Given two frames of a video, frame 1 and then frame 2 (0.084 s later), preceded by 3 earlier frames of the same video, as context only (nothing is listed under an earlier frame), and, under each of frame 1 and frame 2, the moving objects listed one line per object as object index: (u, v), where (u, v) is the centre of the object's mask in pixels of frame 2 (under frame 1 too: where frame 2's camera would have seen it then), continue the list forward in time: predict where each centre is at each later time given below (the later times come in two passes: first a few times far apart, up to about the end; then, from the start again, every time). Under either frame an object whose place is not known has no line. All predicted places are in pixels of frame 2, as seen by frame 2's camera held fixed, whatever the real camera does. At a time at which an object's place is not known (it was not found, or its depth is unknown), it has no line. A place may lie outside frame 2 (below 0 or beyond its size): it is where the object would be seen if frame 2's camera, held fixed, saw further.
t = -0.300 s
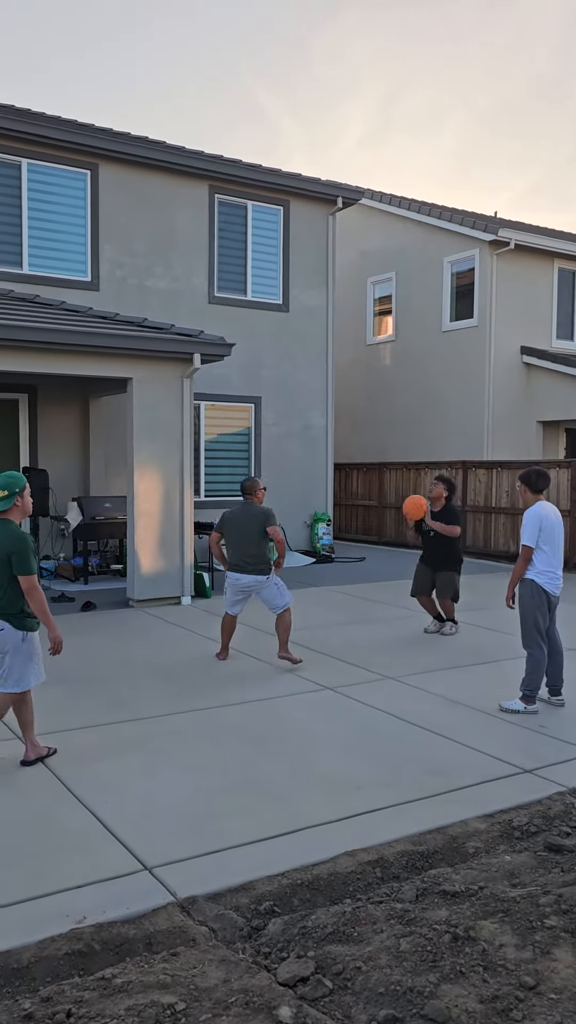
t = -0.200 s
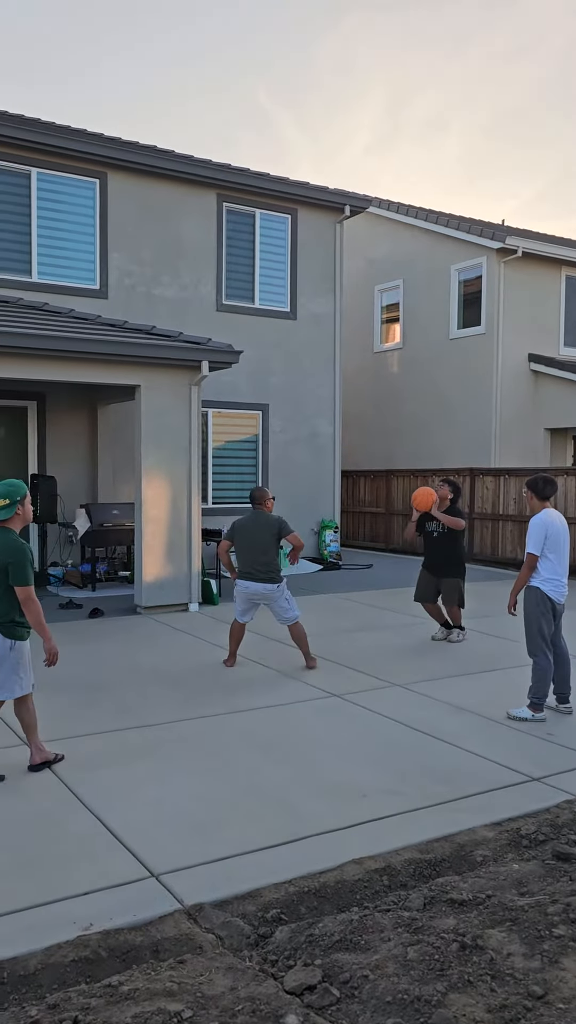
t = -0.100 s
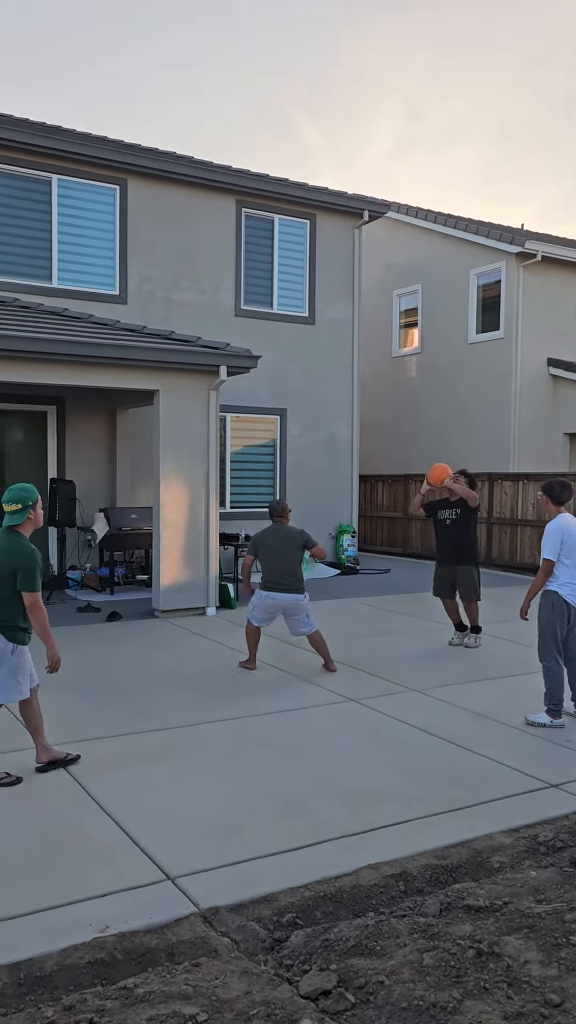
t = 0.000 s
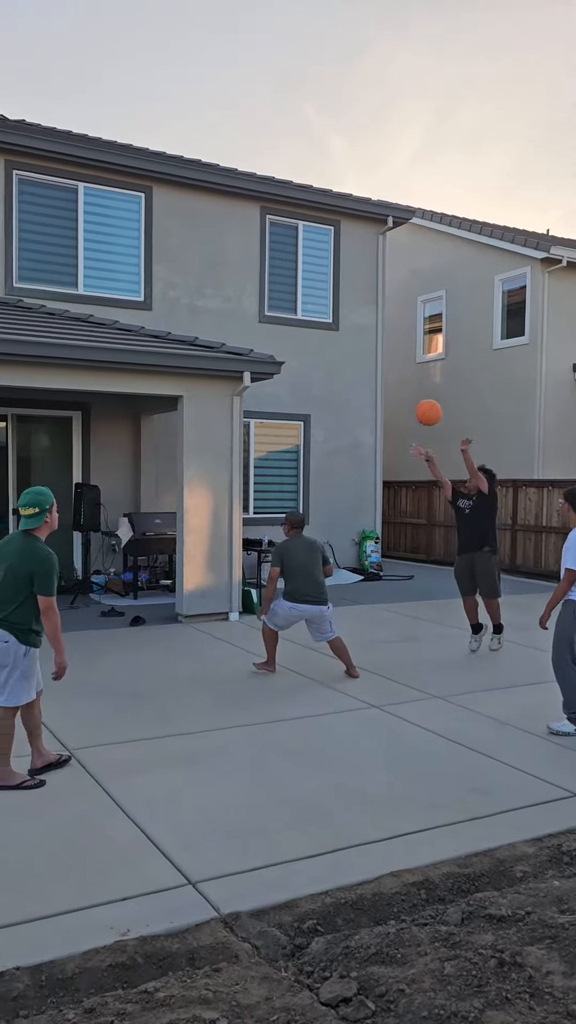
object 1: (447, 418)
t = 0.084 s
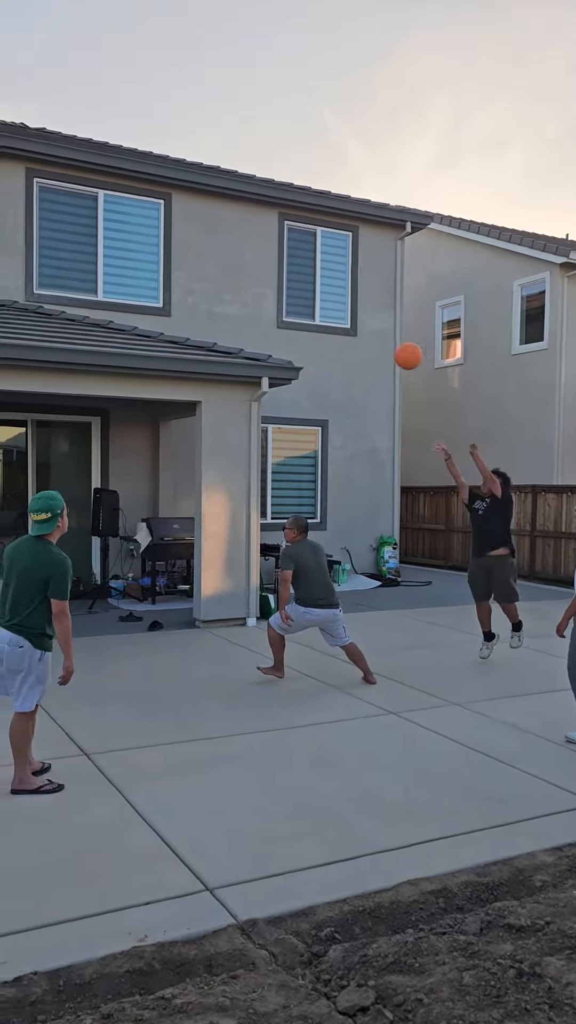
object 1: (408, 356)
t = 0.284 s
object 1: (304, 228)
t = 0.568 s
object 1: (132, 105)
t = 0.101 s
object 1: (400, 345)
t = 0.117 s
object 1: (392, 333)
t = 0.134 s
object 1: (384, 321)
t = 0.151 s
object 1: (375, 310)
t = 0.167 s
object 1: (367, 299)
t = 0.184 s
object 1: (358, 288)
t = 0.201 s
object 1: (349, 278)
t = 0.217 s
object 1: (340, 267)
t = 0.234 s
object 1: (331, 257)
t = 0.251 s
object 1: (322, 247)
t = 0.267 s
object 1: (314, 237)
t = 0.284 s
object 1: (304, 228)
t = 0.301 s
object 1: (295, 219)
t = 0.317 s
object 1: (286, 210)
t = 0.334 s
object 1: (277, 201)
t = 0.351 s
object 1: (268, 193)
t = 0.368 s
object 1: (258, 185)
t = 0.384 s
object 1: (249, 177)
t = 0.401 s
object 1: (238, 170)
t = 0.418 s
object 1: (229, 162)
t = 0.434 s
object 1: (219, 155)
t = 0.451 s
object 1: (209, 148)
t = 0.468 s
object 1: (198, 141)
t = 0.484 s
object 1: (187, 134)
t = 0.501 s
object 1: (177, 128)
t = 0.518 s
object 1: (166, 122)
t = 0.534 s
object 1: (155, 116)
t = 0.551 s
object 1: (143, 111)
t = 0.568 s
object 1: (132, 105)
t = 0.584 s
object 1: (121, 100)
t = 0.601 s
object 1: (109, 96)
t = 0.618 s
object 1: (97, 92)
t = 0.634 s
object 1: (85, 88)
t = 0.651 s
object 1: (73, 84)
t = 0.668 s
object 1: (60, 80)
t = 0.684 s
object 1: (48, 77)
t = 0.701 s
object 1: (35, 75)
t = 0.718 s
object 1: (22, 72)
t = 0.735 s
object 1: (9, 70)
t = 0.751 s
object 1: (-4, 69)
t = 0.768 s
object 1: (-18, 68)
